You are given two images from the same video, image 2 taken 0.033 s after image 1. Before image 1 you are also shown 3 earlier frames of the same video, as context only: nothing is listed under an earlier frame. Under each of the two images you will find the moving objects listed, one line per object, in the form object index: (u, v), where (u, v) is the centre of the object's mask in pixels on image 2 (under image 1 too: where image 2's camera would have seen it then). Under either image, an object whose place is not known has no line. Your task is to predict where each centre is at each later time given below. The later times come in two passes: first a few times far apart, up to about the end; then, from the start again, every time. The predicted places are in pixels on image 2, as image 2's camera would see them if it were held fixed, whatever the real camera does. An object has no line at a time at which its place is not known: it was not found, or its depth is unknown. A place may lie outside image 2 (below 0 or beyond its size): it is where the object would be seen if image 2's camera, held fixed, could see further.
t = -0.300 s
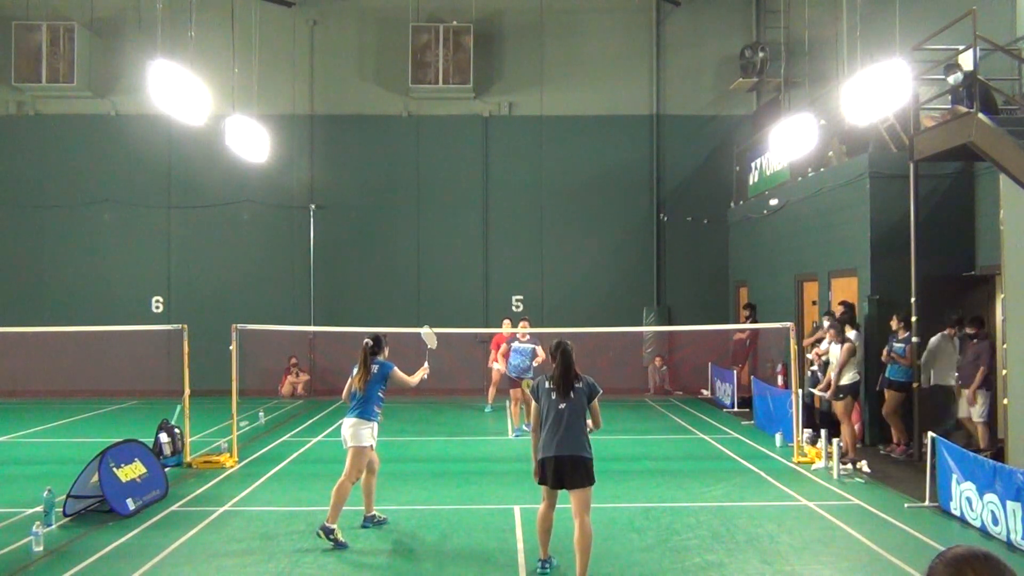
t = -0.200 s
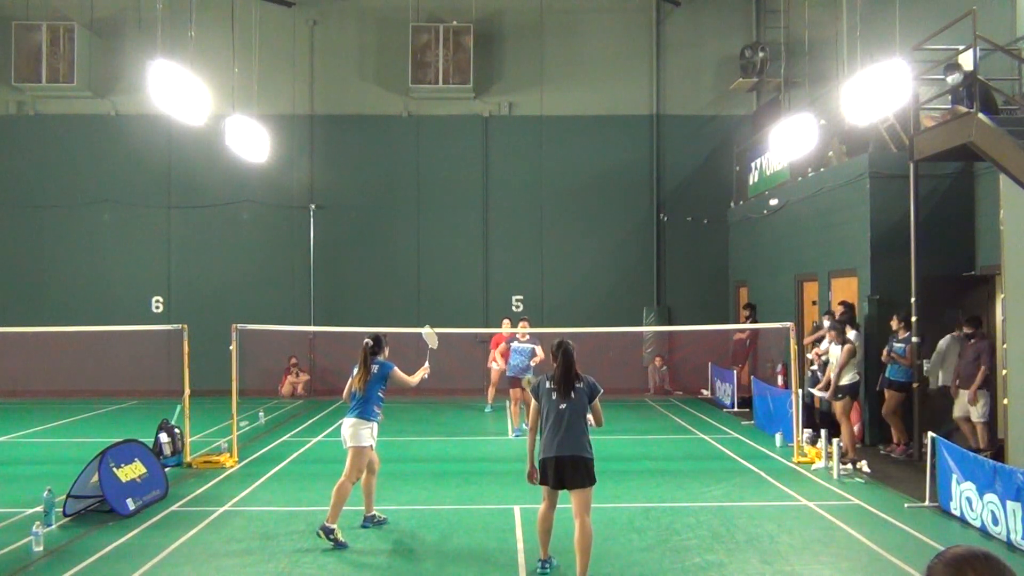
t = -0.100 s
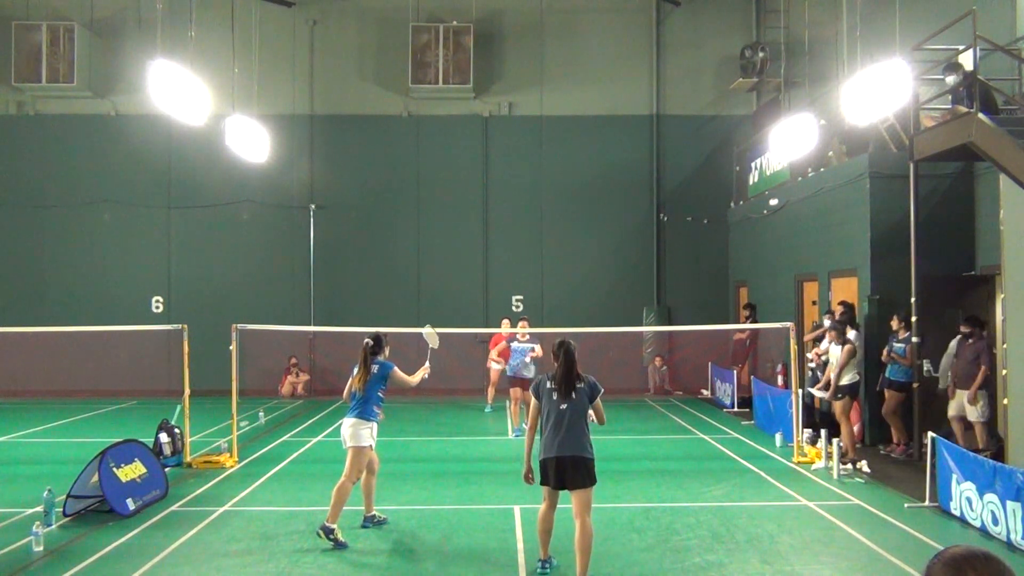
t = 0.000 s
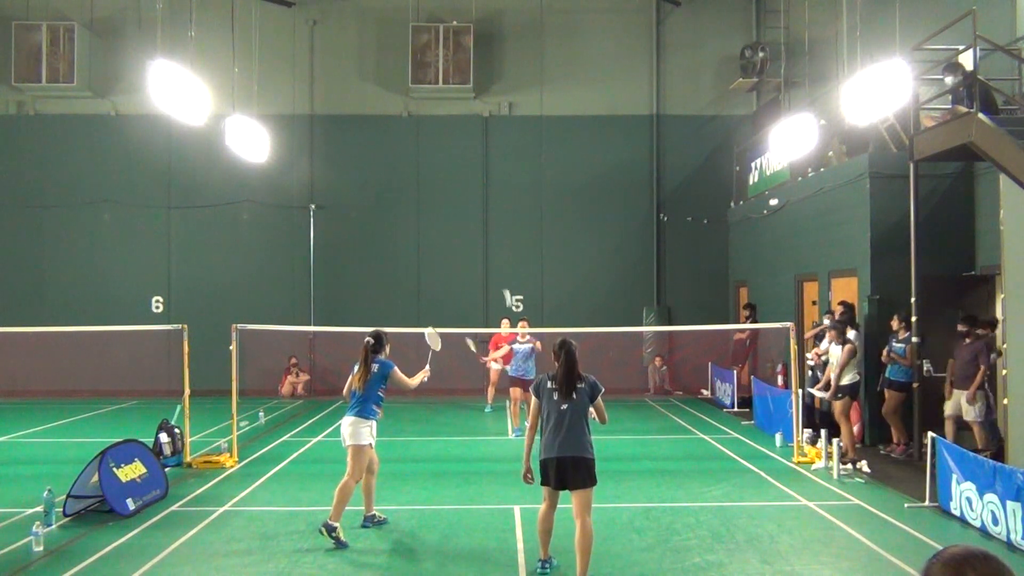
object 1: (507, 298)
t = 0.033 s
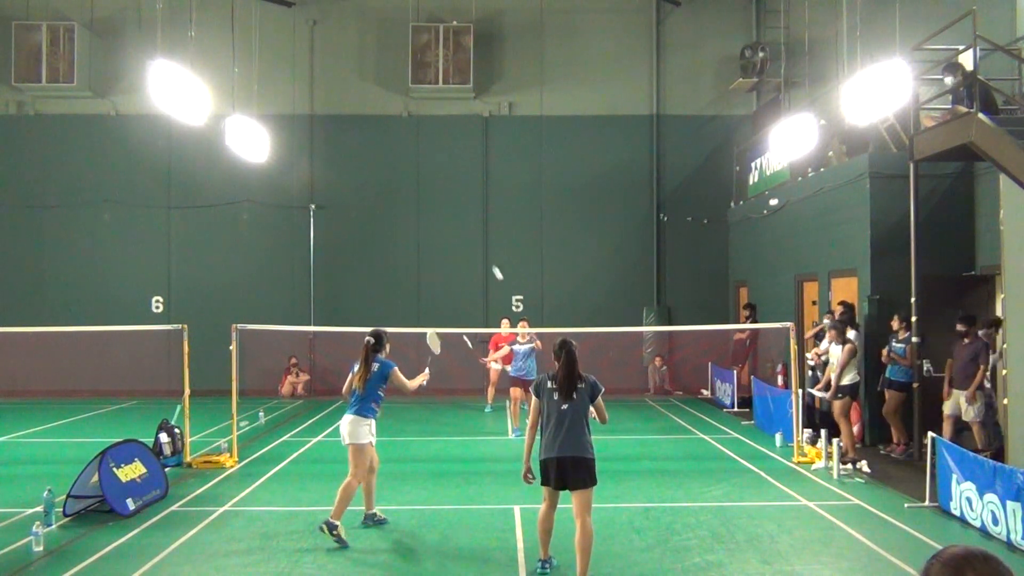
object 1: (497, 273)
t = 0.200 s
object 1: (453, 174)
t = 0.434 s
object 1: (392, 87)
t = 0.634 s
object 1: (338, 58)
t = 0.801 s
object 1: (287, 73)
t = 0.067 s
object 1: (487, 251)
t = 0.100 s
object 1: (479, 229)
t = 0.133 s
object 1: (470, 210)
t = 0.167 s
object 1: (462, 191)
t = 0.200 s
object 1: (453, 174)
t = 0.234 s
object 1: (444, 158)
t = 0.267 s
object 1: (435, 144)
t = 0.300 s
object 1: (427, 130)
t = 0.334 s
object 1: (418, 117)
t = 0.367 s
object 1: (410, 106)
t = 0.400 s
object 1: (401, 96)
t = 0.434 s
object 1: (392, 87)
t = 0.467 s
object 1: (383, 79)
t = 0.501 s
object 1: (375, 72)
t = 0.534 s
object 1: (366, 67)
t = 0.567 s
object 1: (356, 63)
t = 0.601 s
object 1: (347, 60)
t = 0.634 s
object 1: (338, 58)
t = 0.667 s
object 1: (328, 58)
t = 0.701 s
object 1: (318, 59)
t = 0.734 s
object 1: (308, 62)
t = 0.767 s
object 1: (298, 67)
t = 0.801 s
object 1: (287, 73)
